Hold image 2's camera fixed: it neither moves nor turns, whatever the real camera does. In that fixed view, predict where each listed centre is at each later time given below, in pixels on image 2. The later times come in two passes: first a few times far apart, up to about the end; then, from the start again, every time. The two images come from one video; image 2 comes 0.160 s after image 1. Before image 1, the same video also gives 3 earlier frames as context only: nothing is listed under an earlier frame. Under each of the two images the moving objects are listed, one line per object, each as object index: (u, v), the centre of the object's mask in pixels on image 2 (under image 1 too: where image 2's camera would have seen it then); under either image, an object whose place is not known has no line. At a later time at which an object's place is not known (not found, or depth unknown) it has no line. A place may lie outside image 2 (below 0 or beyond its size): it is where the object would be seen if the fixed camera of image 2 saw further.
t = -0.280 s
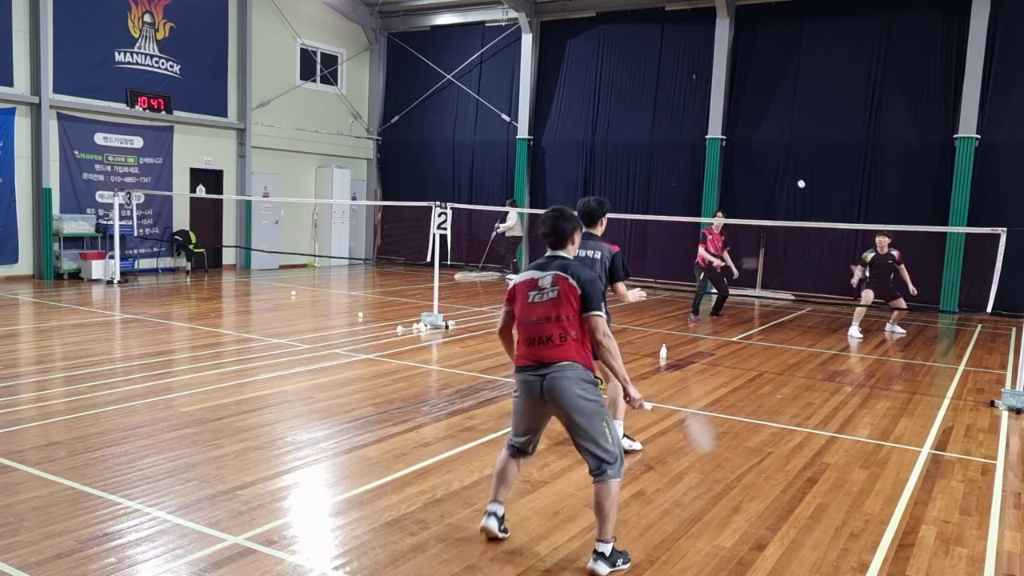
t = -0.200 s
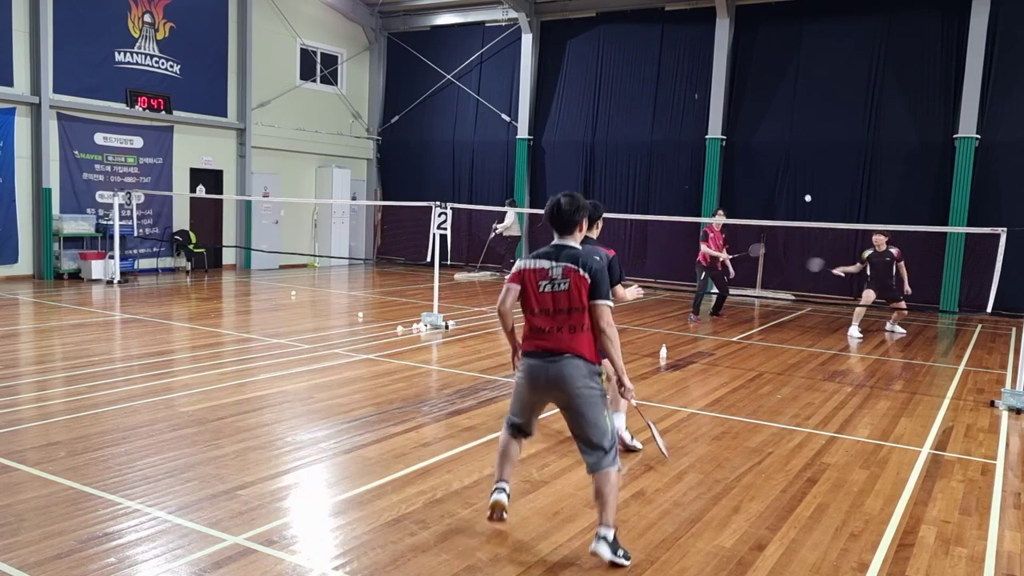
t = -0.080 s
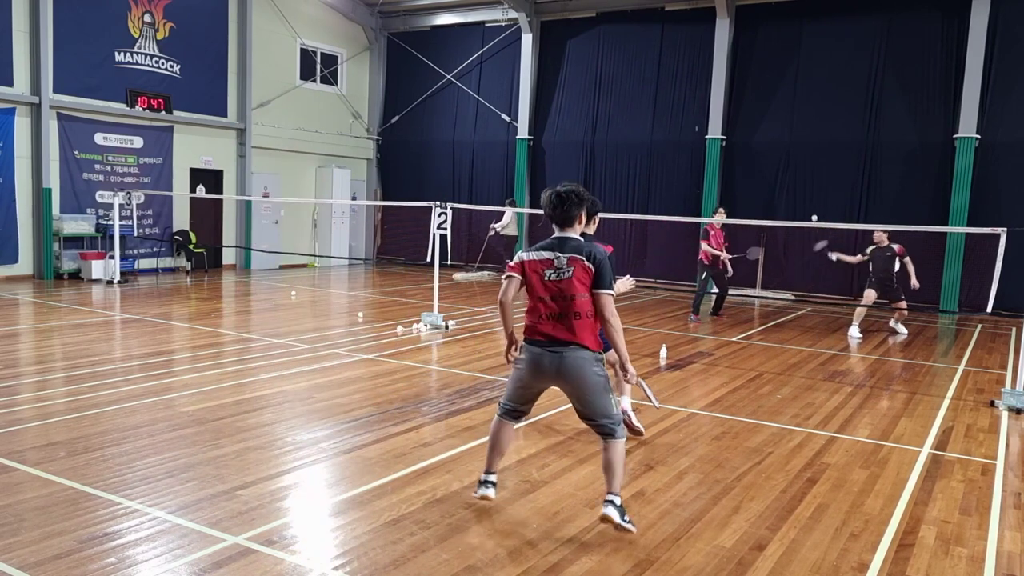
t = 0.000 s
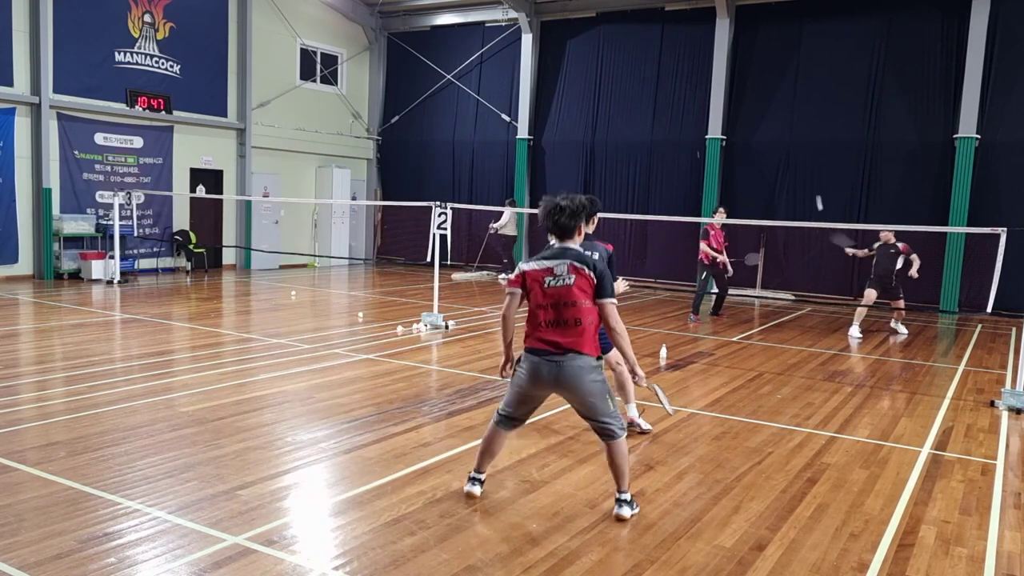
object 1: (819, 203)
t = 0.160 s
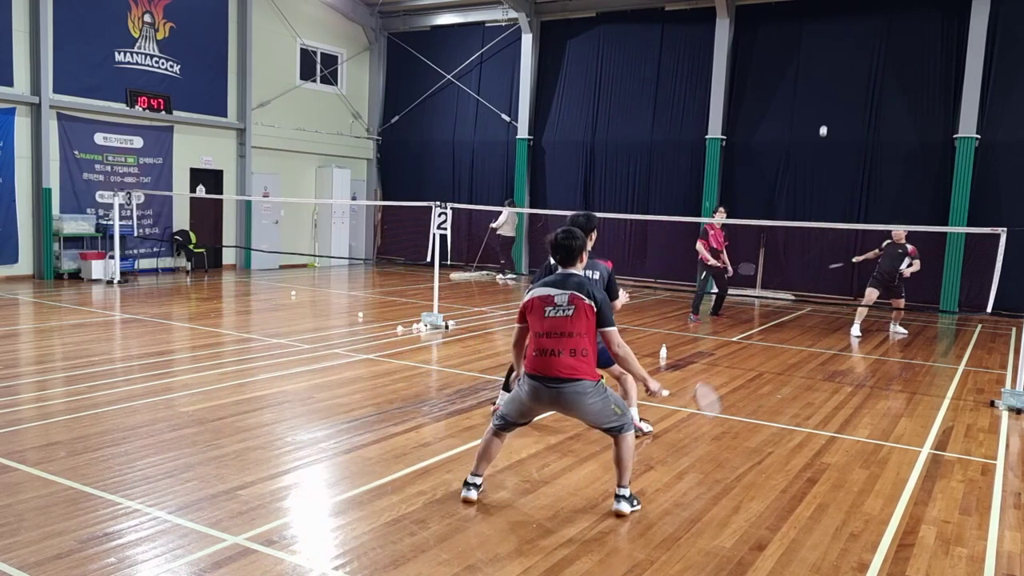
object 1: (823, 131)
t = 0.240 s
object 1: (824, 104)
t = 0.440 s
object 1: (824, 69)
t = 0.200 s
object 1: (824, 114)
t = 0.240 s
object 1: (824, 104)
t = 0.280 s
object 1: (825, 94)
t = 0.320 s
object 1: (825, 83)
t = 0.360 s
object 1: (825, 77)
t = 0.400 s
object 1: (825, 73)
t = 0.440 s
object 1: (824, 69)
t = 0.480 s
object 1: (823, 68)
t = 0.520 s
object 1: (822, 69)
